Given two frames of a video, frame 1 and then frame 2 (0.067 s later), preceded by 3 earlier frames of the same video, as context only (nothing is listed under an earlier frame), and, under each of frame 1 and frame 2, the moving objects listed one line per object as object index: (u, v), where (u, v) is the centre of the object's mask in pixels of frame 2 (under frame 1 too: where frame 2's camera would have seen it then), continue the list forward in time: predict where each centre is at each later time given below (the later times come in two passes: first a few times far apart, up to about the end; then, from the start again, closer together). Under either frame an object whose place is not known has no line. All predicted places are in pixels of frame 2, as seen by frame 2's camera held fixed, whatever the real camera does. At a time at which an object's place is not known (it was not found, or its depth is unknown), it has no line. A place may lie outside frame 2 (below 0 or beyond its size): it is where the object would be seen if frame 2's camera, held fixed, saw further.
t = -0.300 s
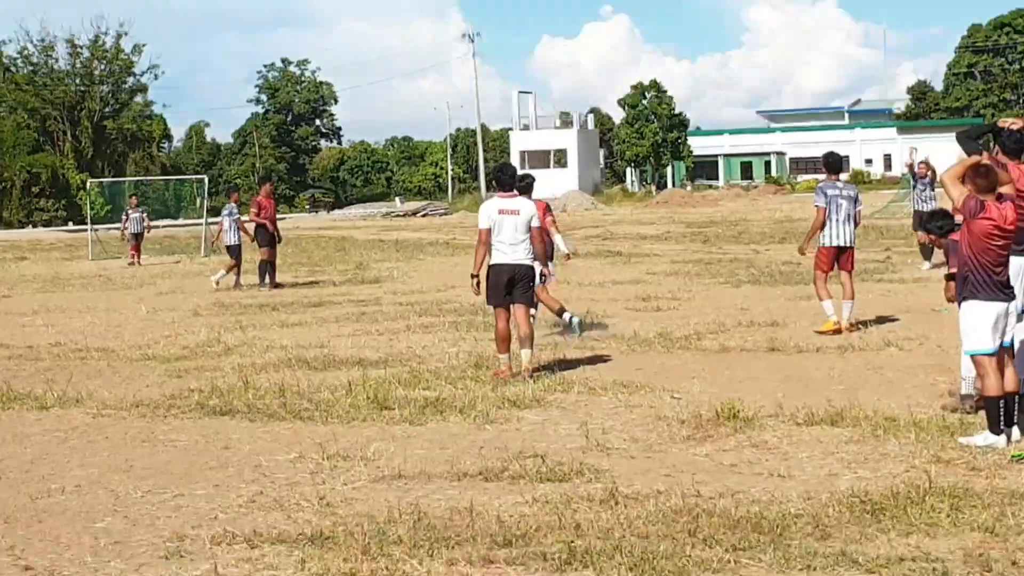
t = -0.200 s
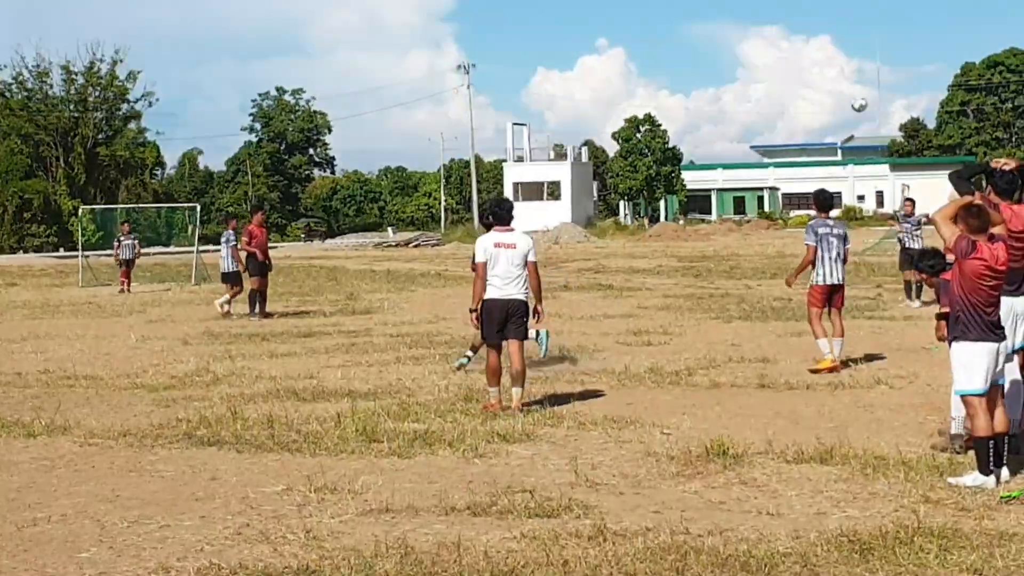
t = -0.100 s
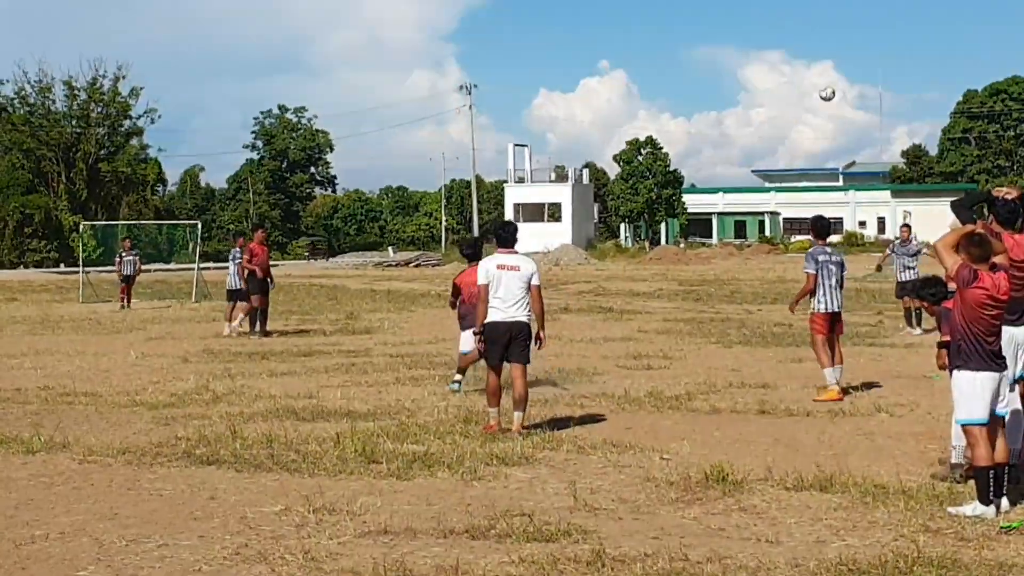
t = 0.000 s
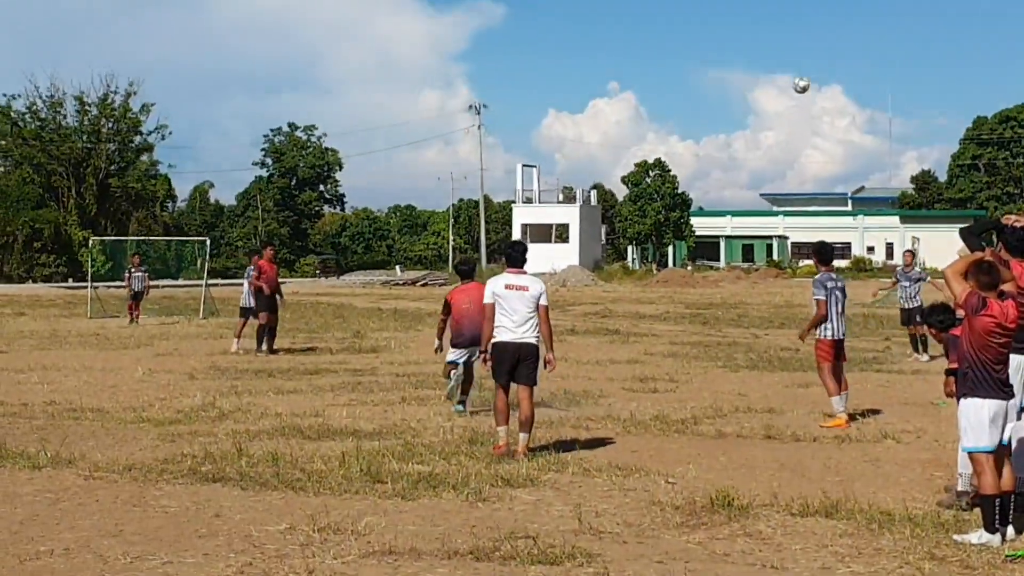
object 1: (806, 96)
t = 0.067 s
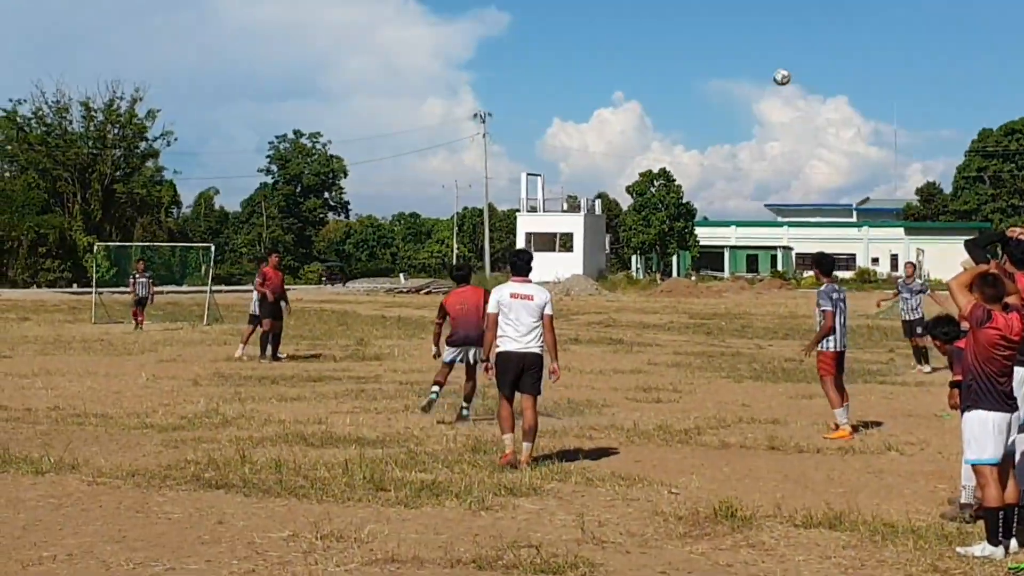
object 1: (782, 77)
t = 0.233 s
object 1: (715, 41)
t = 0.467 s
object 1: (607, 24)
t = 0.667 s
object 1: (497, 48)
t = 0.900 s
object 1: (341, 140)
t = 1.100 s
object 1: (171, 295)
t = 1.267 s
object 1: (1, 452)
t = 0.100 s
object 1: (770, 69)
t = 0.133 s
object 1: (756, 61)
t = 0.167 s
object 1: (742, 54)
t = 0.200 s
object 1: (729, 47)
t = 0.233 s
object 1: (715, 41)
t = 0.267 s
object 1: (701, 36)
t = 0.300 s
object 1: (686, 32)
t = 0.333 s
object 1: (671, 29)
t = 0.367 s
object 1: (656, 26)
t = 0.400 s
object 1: (640, 24)
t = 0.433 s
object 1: (624, 24)
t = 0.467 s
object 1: (607, 24)
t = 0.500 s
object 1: (590, 24)
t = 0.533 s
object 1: (573, 27)
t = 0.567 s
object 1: (554, 30)
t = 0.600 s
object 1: (536, 35)
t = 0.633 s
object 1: (517, 40)
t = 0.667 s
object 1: (497, 48)
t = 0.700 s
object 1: (477, 56)
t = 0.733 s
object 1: (456, 66)
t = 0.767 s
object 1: (435, 78)
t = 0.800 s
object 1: (412, 90)
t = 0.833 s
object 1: (389, 105)
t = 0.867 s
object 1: (365, 122)
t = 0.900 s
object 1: (341, 140)
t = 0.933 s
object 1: (314, 158)
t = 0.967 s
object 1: (289, 182)
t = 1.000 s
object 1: (261, 205)
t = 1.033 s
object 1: (233, 233)
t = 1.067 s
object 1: (202, 261)
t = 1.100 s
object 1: (171, 295)
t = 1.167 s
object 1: (102, 371)
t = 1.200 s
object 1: (65, 415)
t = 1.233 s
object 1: (26, 461)
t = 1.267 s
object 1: (1, 452)
